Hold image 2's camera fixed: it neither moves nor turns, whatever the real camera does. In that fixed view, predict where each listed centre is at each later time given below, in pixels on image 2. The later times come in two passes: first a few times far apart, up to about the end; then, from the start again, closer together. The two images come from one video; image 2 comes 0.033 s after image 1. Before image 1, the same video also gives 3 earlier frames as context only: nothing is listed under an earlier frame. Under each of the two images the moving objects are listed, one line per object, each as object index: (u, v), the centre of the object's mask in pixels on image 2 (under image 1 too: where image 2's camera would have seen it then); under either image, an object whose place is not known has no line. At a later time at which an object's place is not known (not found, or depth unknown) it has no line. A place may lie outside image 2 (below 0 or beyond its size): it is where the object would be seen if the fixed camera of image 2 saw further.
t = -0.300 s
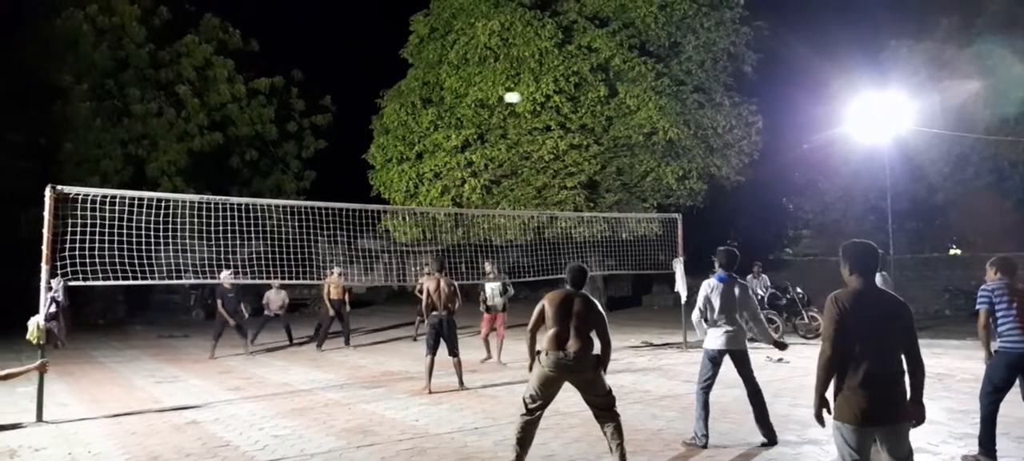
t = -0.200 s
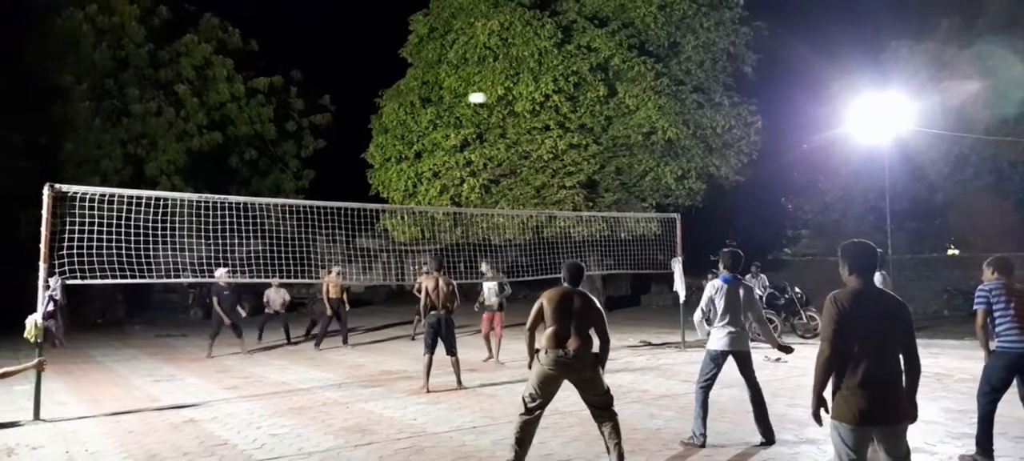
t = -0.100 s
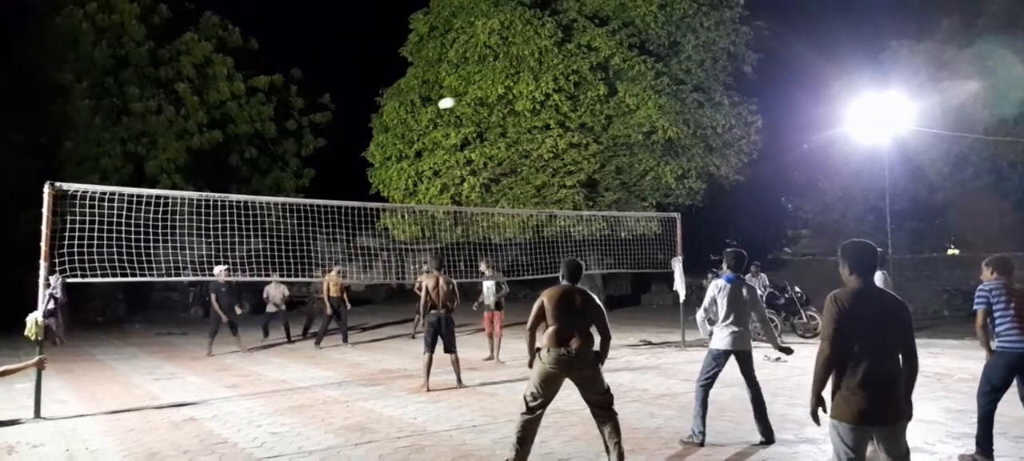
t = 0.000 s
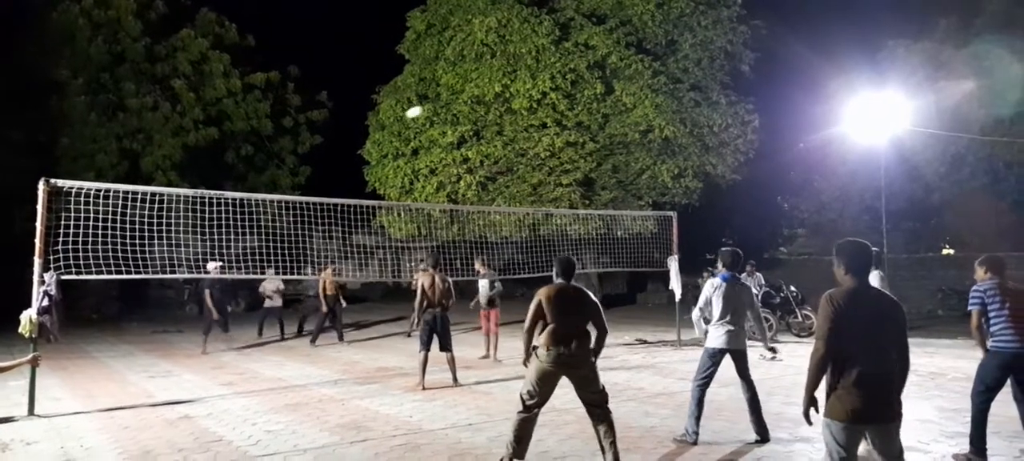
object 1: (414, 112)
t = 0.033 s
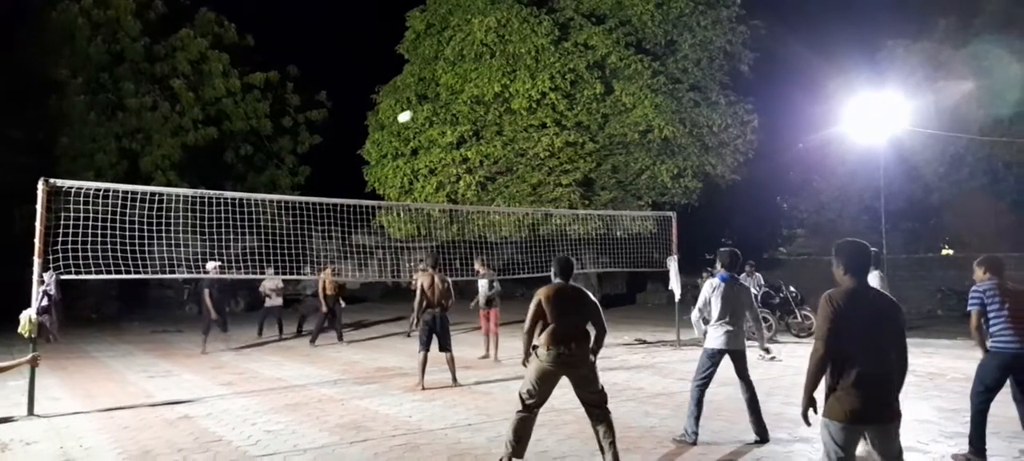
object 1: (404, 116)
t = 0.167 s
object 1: (371, 140)
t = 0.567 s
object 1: (283, 245)
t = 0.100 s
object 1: (387, 128)
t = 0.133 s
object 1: (379, 133)
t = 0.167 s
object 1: (371, 140)
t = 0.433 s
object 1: (309, 206)
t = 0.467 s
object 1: (302, 214)
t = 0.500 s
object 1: (296, 223)
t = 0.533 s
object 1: (290, 233)
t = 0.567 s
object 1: (283, 245)
